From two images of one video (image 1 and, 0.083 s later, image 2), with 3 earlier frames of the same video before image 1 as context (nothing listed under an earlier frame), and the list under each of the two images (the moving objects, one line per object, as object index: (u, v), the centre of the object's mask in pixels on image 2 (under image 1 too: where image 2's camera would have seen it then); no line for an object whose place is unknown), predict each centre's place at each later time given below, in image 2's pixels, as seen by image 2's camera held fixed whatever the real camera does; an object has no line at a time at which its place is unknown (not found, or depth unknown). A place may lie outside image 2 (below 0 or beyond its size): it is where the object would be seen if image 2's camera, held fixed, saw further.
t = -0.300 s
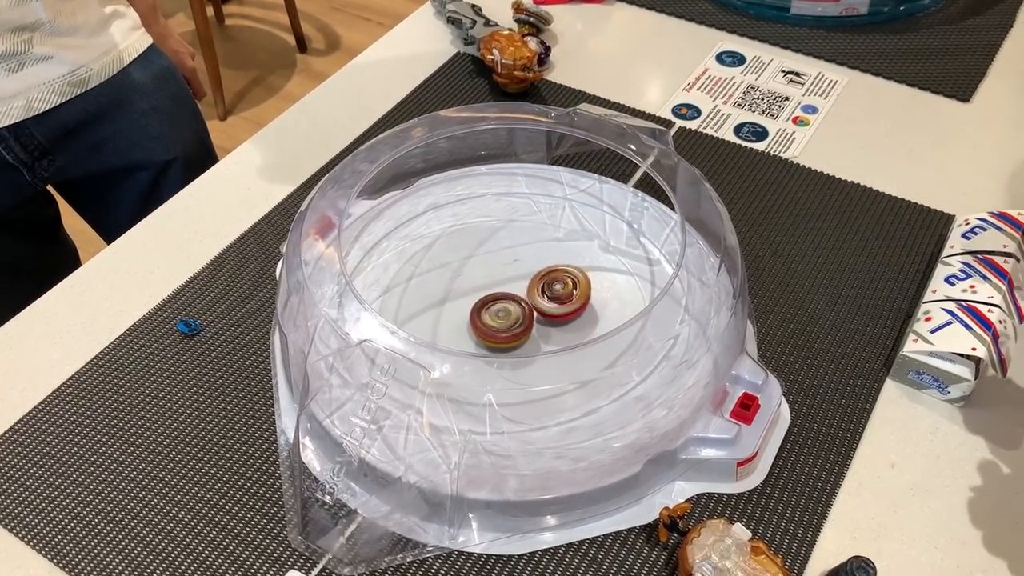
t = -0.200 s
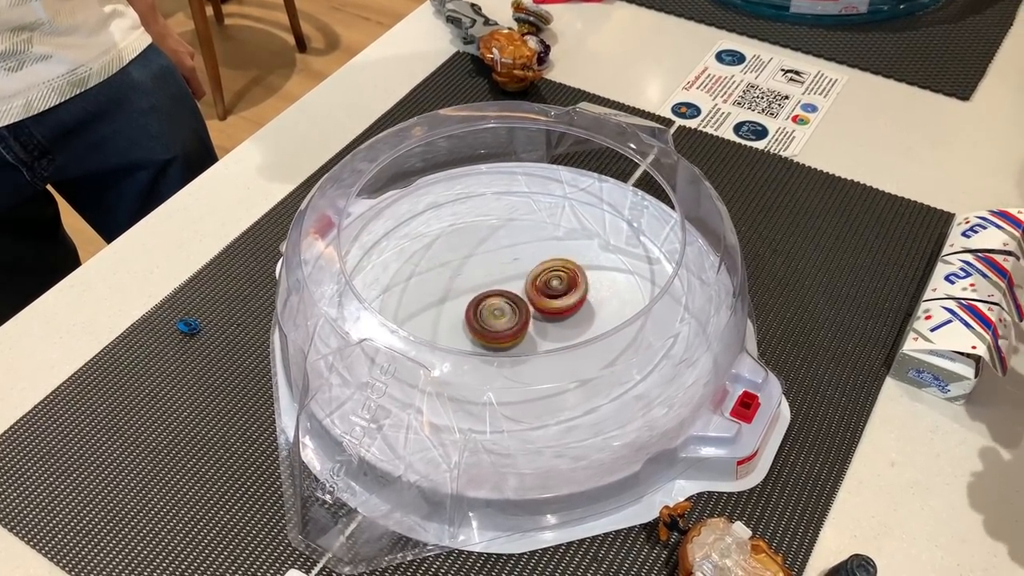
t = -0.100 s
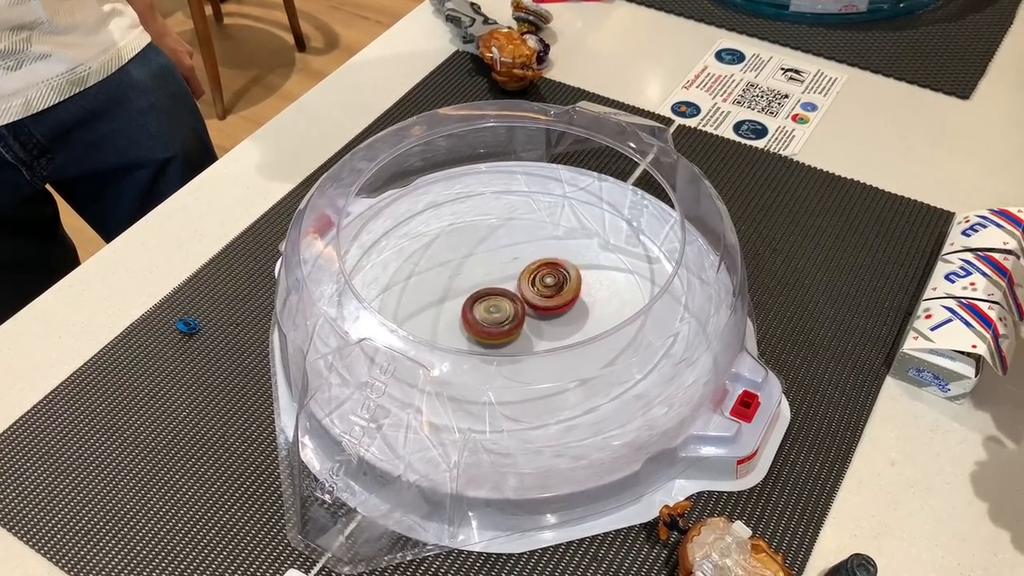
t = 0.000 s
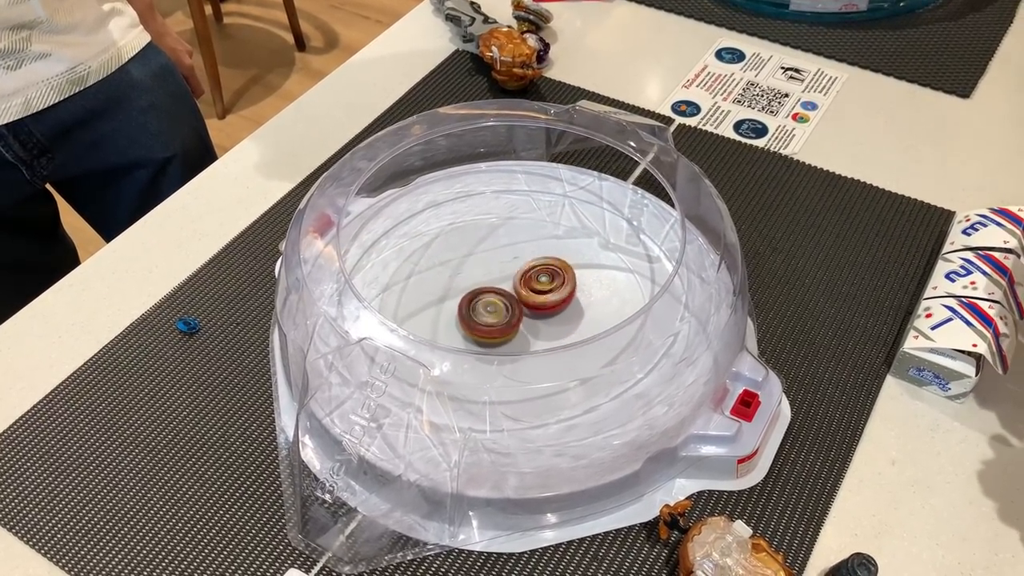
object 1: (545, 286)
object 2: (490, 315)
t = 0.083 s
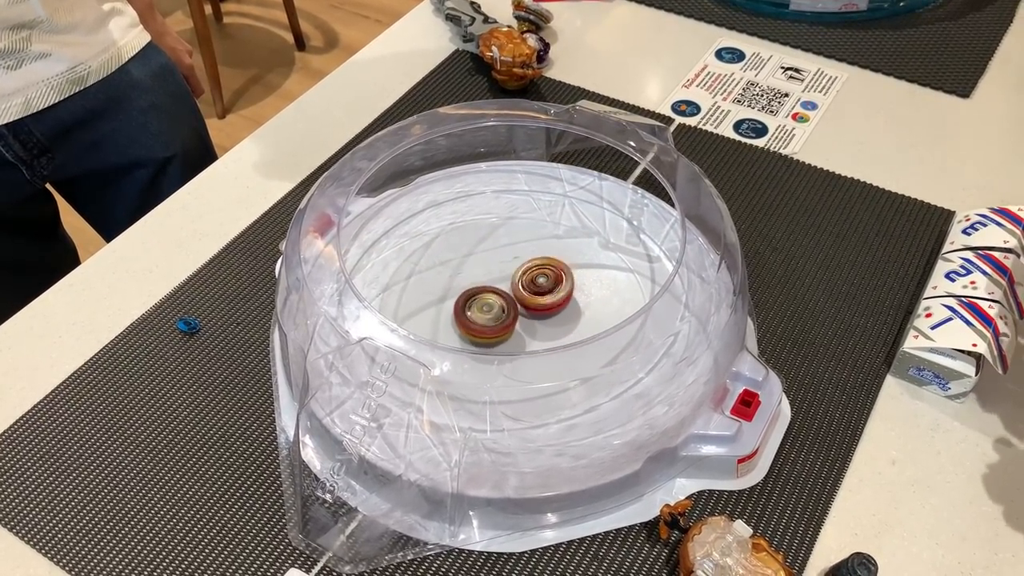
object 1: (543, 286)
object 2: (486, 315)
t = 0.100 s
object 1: (542, 287)
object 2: (486, 315)
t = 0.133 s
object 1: (541, 287)
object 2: (484, 314)
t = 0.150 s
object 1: (541, 287)
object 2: (484, 315)
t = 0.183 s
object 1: (540, 287)
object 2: (484, 314)
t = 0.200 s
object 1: (540, 287)
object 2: (483, 314)
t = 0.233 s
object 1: (539, 287)
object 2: (483, 314)
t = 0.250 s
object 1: (539, 288)
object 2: (482, 314)
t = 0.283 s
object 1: (539, 288)
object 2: (482, 315)
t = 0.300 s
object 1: (539, 288)
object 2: (482, 315)
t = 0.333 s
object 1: (539, 288)
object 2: (482, 315)
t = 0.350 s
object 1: (540, 288)
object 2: (482, 316)
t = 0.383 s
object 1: (539, 289)
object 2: (482, 317)
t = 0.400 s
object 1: (539, 289)
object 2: (482, 317)
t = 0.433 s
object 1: (539, 290)
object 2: (482, 317)
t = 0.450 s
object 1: (539, 291)
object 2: (482, 318)
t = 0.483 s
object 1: (540, 291)
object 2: (483, 318)
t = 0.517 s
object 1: (540, 291)
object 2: (484, 319)
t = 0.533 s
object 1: (540, 292)
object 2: (484, 319)
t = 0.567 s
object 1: (540, 292)
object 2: (484, 320)
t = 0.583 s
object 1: (541, 292)
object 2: (485, 320)
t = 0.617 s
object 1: (542, 293)
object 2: (485, 320)
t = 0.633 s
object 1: (542, 293)
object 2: (485, 321)
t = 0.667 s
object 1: (543, 294)
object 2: (486, 321)
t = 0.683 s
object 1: (543, 294)
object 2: (486, 322)
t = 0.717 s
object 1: (545, 294)
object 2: (486, 322)
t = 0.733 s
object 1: (545, 294)
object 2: (485, 322)
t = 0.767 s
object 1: (545, 295)
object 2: (487, 323)
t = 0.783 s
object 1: (545, 295)
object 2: (487, 322)
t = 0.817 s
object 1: (545, 295)
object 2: (488, 323)
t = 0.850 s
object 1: (546, 297)
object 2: (488, 323)
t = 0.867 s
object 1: (546, 297)
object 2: (488, 323)
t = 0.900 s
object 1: (548, 297)
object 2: (487, 323)
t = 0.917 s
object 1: (548, 297)
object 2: (487, 323)
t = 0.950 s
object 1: (547, 296)
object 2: (488, 324)
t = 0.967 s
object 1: (547, 297)
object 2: (488, 323)
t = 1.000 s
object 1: (546, 297)
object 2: (489, 323)
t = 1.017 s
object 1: (546, 297)
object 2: (488, 323)
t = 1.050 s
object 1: (546, 298)
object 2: (488, 323)
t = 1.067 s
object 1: (546, 298)
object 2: (488, 323)
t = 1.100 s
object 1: (546, 298)
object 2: (487, 323)
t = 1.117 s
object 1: (546, 298)
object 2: (488, 323)
